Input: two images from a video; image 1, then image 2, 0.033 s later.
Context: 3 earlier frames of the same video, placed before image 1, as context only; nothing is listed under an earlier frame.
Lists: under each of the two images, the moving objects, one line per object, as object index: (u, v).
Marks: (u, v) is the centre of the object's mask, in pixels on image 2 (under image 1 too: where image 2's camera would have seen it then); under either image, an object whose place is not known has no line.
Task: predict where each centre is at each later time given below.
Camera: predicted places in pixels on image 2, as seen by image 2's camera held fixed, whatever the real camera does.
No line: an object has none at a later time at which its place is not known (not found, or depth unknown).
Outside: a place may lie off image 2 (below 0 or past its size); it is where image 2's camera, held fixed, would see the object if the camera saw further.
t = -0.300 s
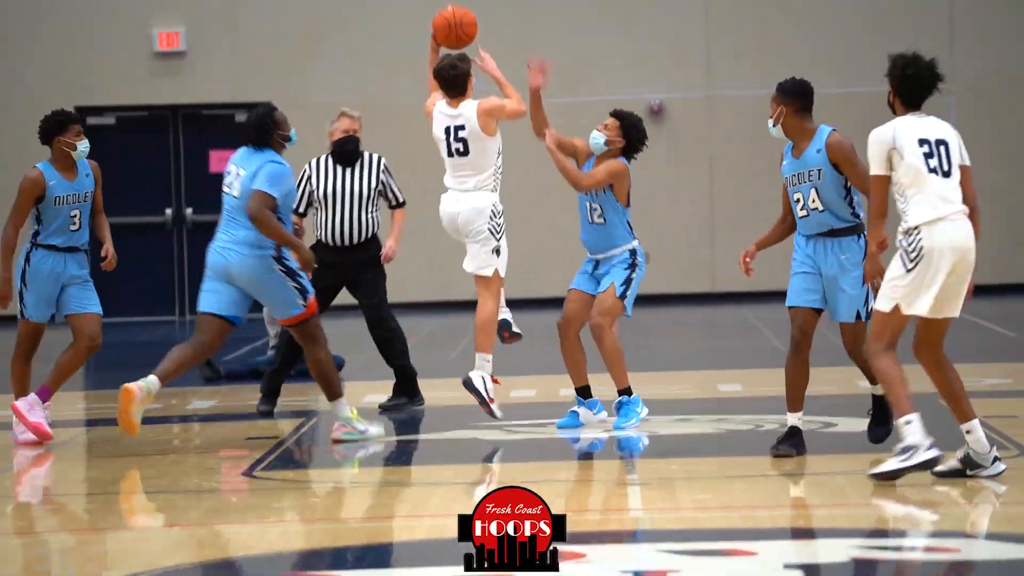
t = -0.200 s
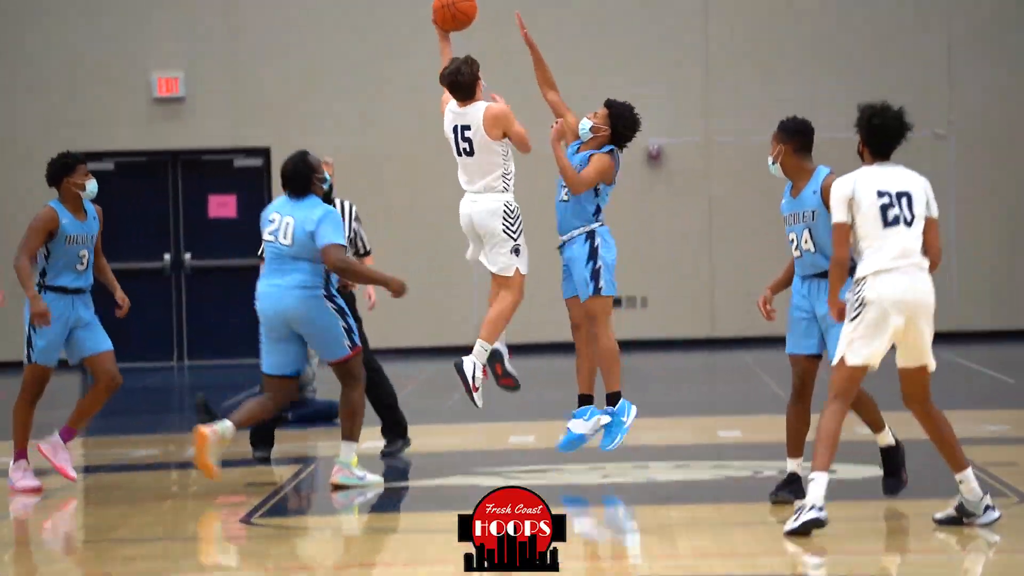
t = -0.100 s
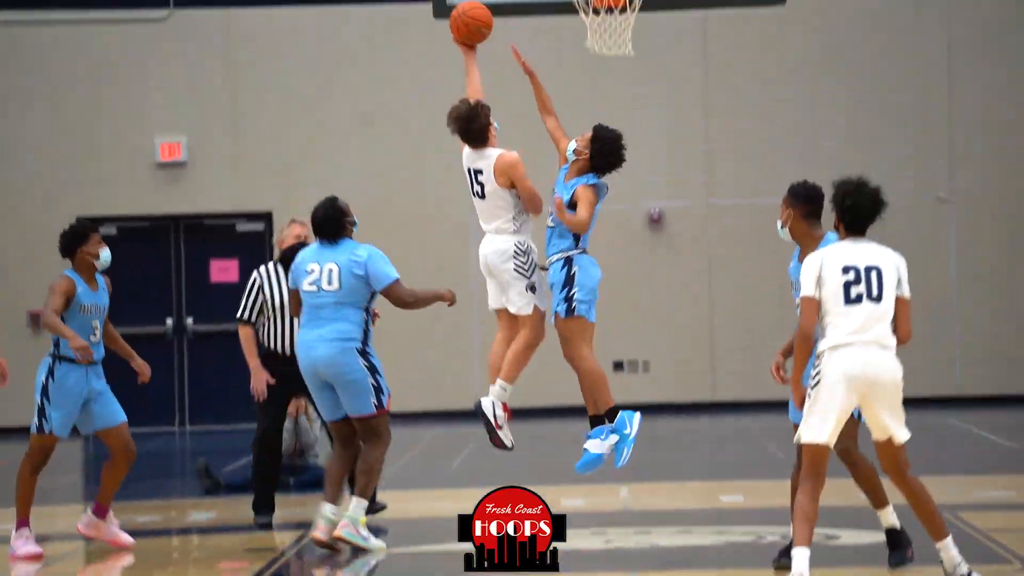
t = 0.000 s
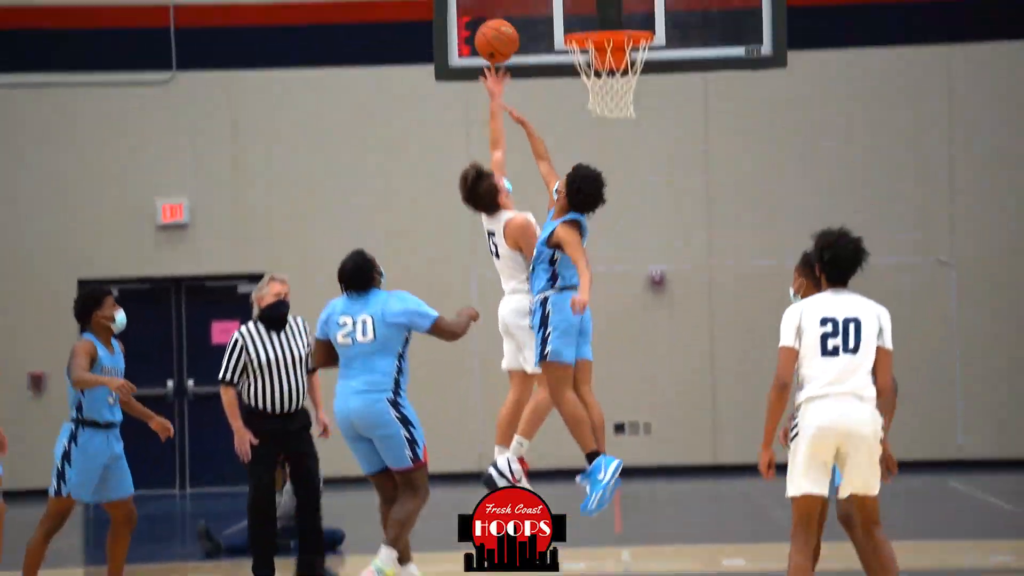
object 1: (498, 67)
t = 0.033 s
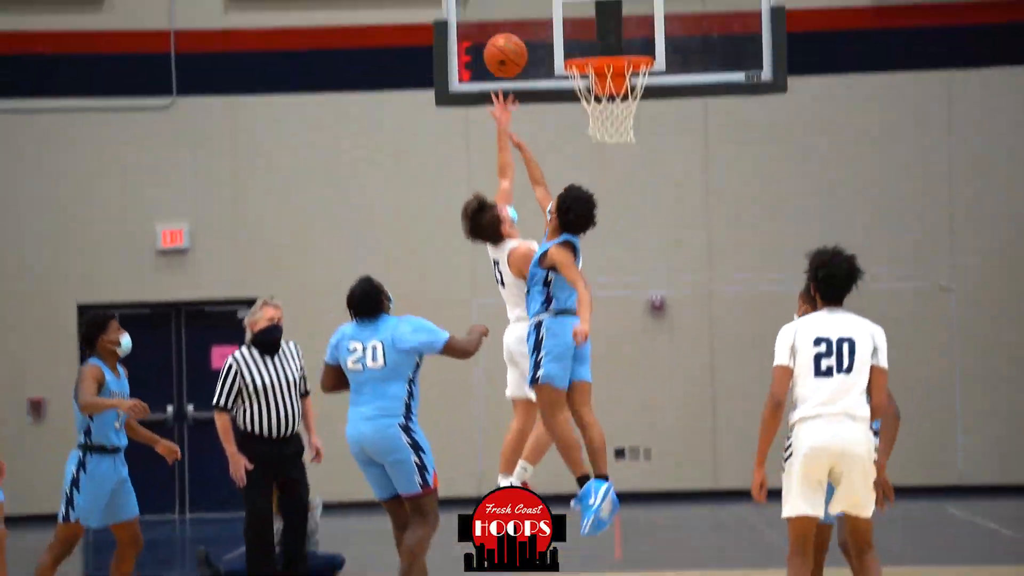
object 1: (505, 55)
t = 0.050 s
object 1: (509, 50)
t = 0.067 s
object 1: (513, 46)
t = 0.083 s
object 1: (517, 42)
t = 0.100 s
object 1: (521, 39)
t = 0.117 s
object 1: (524, 35)
